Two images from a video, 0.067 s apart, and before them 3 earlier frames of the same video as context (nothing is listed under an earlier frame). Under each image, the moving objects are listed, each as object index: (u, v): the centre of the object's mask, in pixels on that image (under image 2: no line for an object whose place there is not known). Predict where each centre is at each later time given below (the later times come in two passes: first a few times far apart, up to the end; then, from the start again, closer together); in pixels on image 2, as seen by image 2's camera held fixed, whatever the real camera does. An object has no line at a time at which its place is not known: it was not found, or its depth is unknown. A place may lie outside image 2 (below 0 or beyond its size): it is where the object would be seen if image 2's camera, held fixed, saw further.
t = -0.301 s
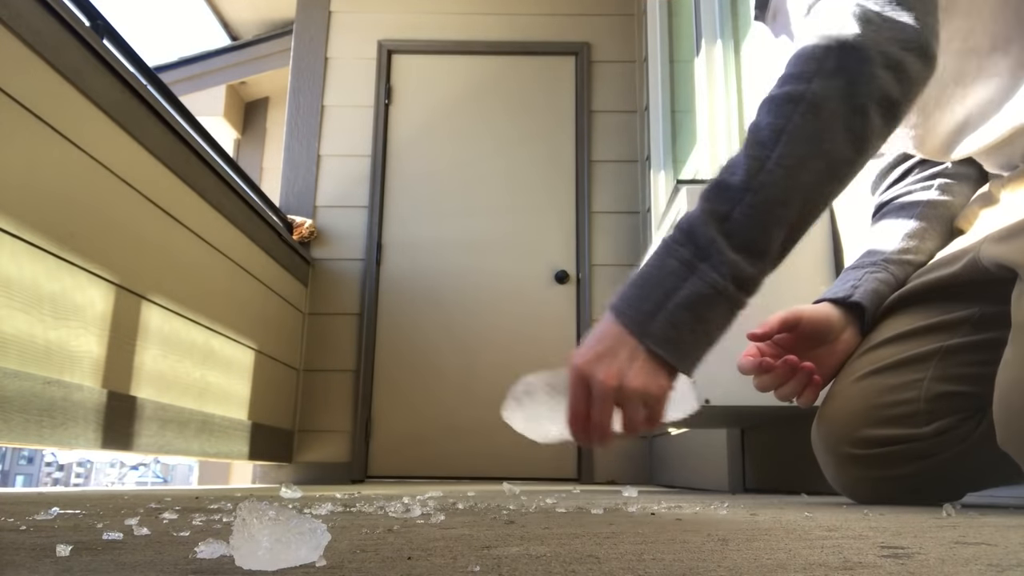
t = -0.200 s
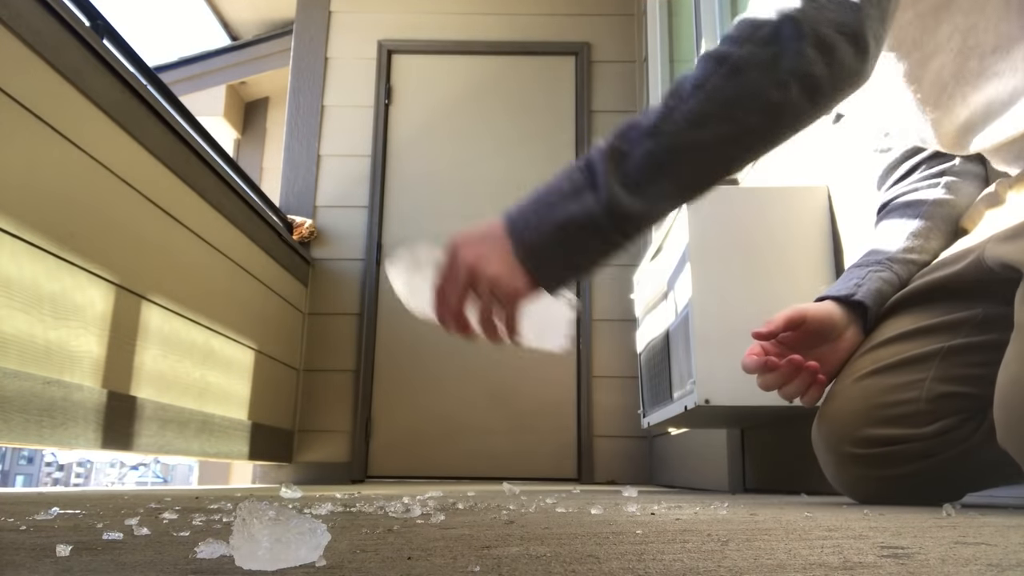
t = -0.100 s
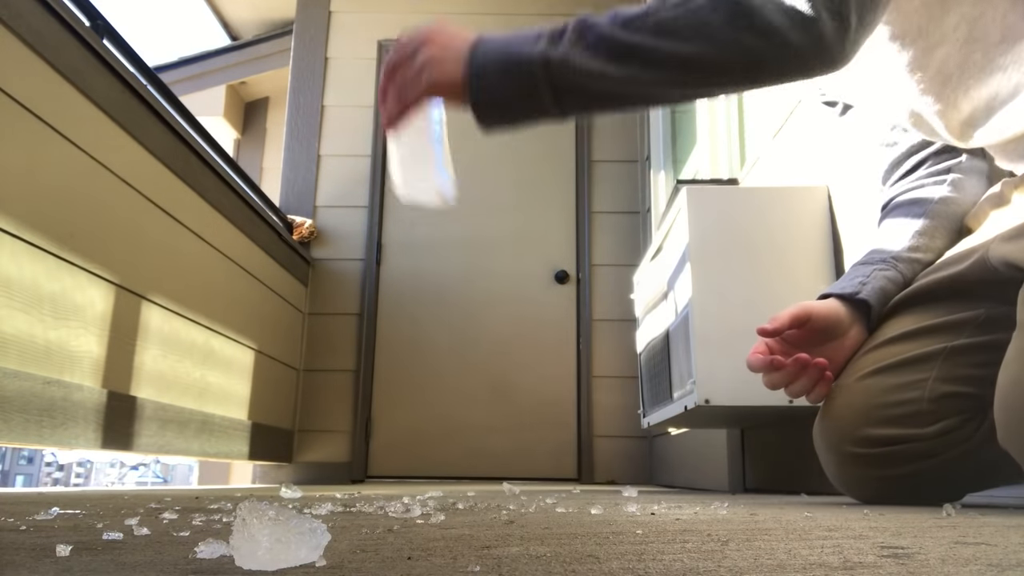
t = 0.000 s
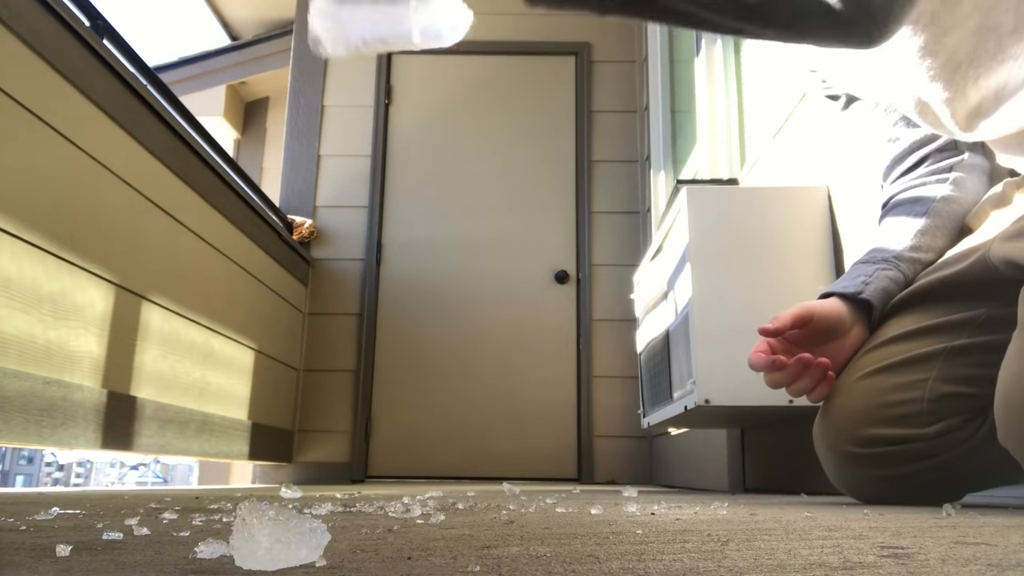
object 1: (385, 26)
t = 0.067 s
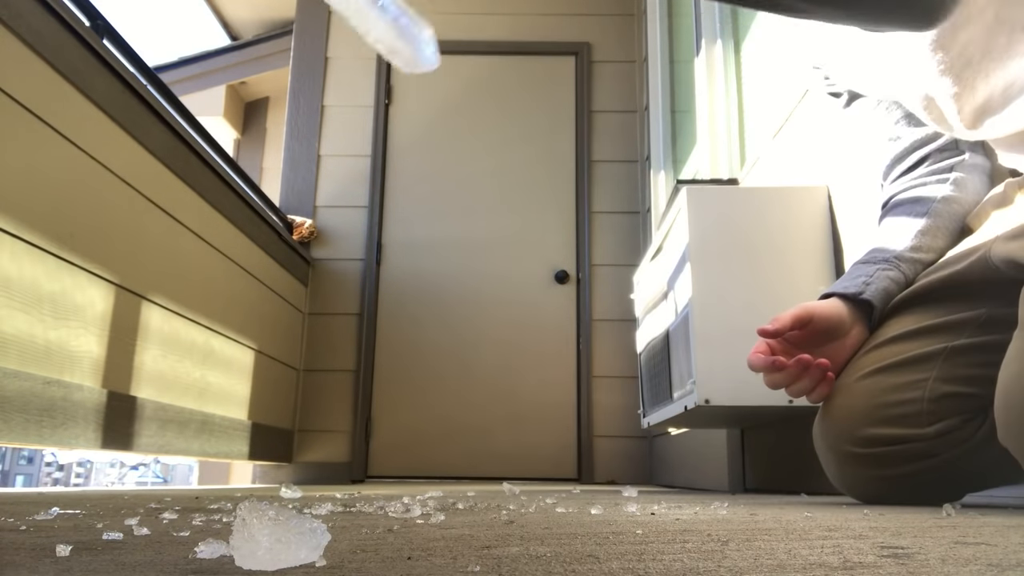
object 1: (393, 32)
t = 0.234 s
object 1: (323, 129)
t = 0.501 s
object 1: (253, 451)
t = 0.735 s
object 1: (262, 472)
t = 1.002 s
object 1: (239, 474)
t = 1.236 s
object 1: (231, 475)
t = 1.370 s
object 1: (231, 475)
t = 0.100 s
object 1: (374, 44)
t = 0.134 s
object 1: (353, 53)
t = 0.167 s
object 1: (341, 61)
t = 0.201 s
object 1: (333, 89)
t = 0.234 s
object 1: (323, 129)
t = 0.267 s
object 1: (311, 177)
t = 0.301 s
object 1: (300, 234)
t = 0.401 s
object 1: (256, 423)
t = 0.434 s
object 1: (251, 432)
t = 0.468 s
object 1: (253, 437)
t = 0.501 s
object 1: (253, 451)
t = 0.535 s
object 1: (253, 472)
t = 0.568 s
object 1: (258, 463)
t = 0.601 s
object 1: (263, 458)
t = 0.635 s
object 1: (267, 458)
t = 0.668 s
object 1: (268, 464)
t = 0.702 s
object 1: (267, 473)
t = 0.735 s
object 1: (262, 472)
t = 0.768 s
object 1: (257, 474)
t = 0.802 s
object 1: (255, 474)
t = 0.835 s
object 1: (252, 474)
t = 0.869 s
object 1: (247, 474)
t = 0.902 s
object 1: (244, 475)
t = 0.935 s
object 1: (242, 474)
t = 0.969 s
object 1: (240, 475)
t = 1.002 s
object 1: (239, 474)
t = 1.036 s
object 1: (238, 475)
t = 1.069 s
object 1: (236, 475)
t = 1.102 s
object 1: (234, 475)
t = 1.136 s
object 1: (233, 475)
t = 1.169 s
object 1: (232, 475)
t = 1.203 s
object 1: (231, 475)
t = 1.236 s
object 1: (231, 475)
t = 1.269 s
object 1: (231, 475)
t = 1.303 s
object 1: (231, 476)
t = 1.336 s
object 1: (231, 476)
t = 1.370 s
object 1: (231, 475)
